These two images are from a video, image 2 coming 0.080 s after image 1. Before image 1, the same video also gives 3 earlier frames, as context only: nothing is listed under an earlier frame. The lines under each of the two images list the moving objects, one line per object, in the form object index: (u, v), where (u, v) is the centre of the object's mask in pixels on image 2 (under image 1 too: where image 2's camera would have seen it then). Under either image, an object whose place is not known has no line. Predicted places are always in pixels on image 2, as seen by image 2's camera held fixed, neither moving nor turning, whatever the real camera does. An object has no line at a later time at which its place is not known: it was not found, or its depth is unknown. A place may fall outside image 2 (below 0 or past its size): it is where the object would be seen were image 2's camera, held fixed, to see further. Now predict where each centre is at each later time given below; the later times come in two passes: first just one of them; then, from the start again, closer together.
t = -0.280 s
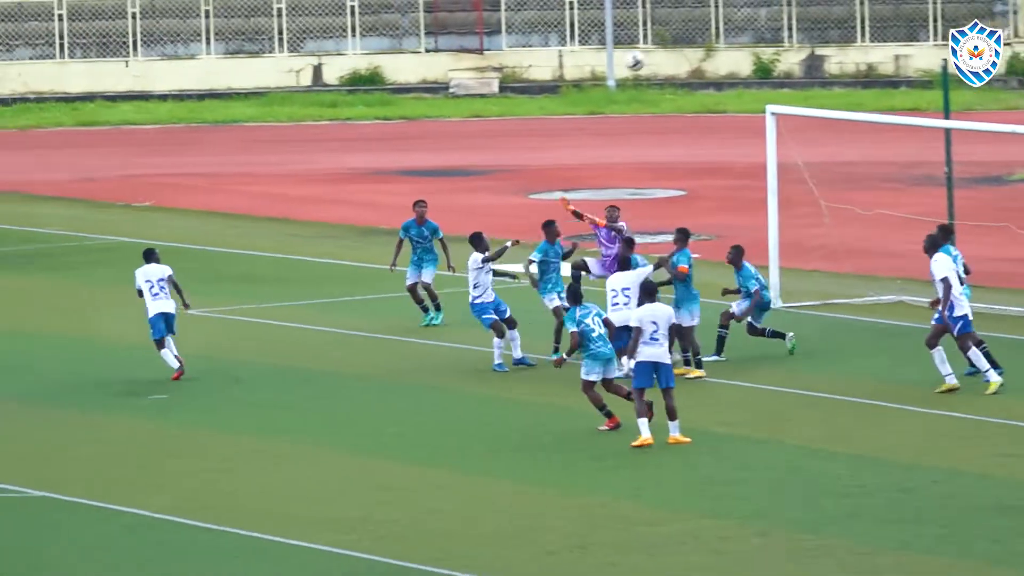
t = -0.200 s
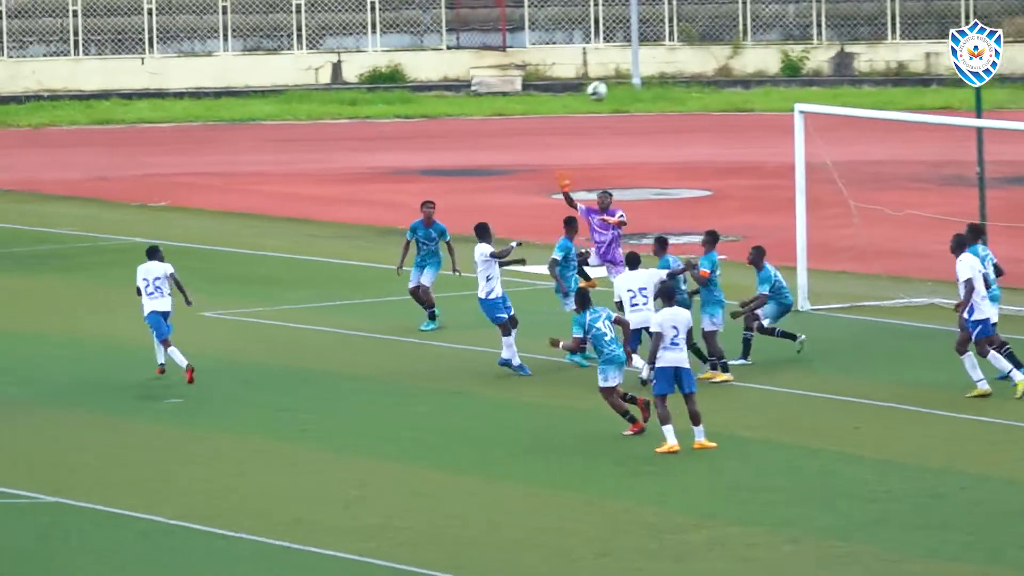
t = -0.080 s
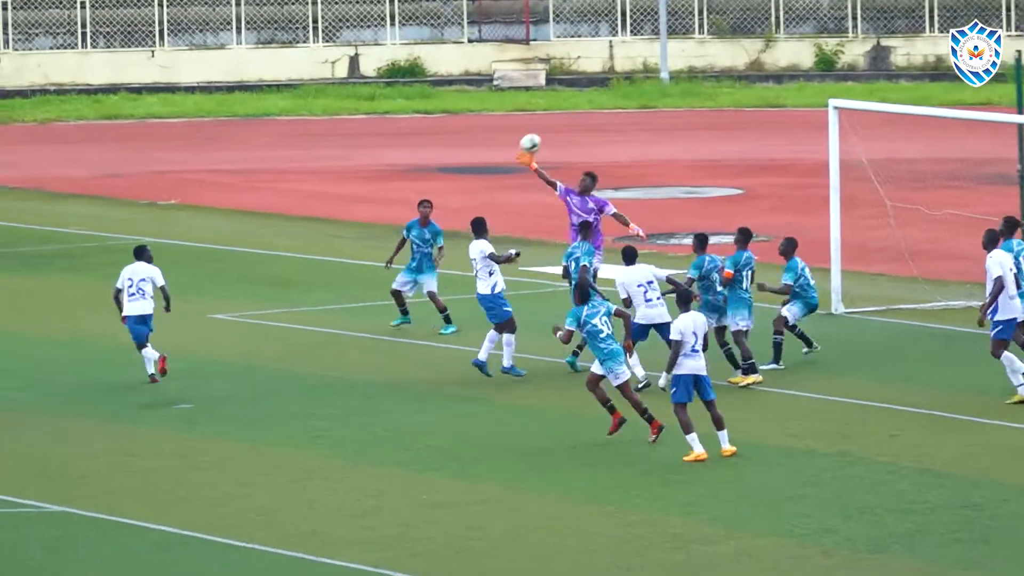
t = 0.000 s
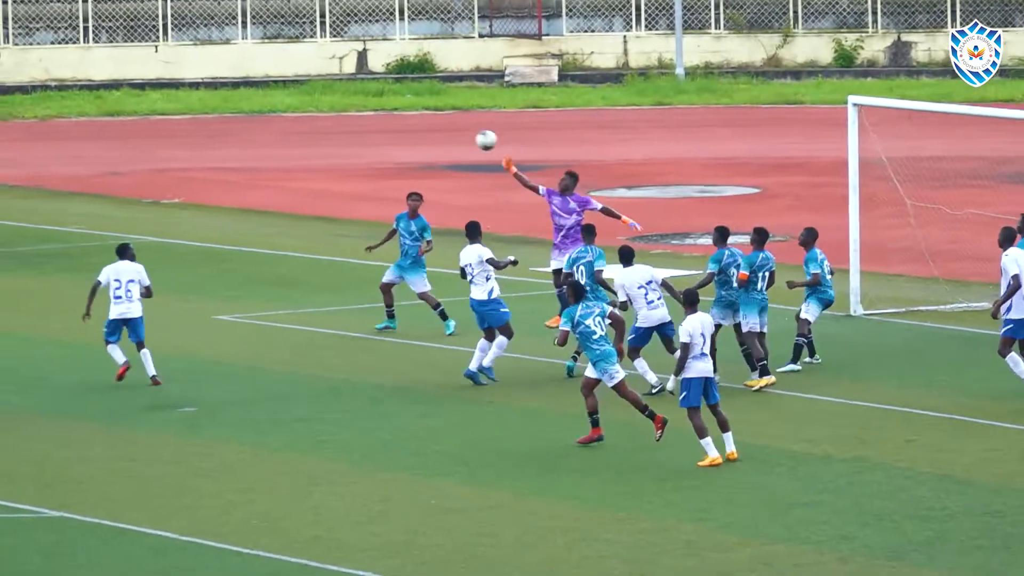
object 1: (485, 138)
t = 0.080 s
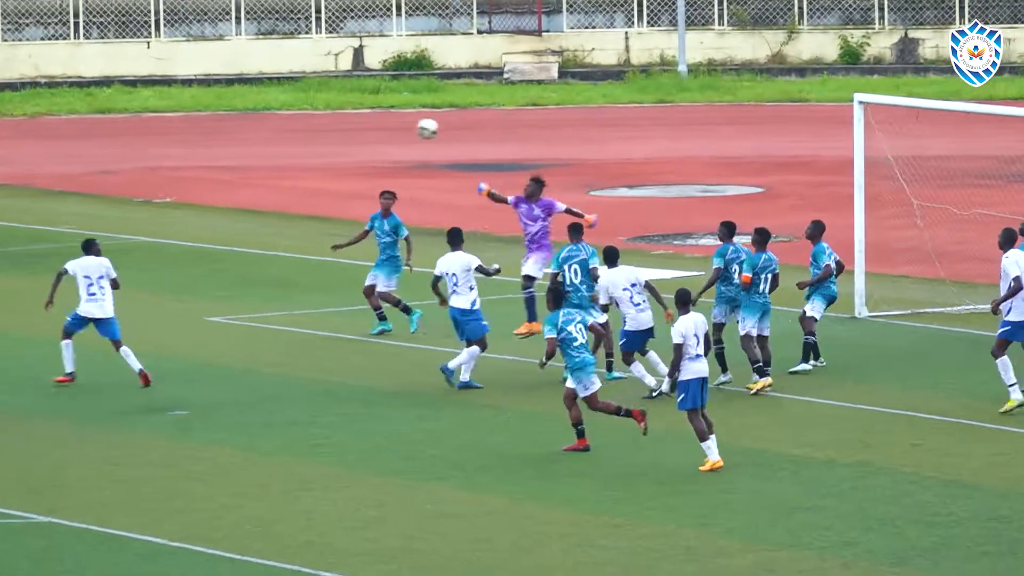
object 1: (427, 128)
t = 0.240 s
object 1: (306, 125)
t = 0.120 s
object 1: (397, 125)
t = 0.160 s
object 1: (368, 124)
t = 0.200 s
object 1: (337, 124)
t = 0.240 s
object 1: (306, 125)
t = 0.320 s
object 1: (257, 133)
